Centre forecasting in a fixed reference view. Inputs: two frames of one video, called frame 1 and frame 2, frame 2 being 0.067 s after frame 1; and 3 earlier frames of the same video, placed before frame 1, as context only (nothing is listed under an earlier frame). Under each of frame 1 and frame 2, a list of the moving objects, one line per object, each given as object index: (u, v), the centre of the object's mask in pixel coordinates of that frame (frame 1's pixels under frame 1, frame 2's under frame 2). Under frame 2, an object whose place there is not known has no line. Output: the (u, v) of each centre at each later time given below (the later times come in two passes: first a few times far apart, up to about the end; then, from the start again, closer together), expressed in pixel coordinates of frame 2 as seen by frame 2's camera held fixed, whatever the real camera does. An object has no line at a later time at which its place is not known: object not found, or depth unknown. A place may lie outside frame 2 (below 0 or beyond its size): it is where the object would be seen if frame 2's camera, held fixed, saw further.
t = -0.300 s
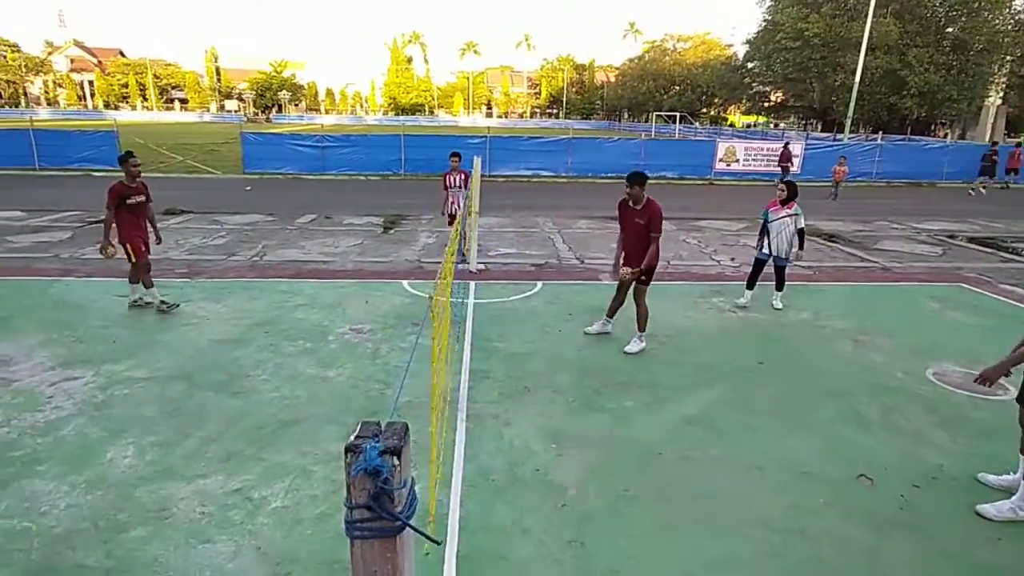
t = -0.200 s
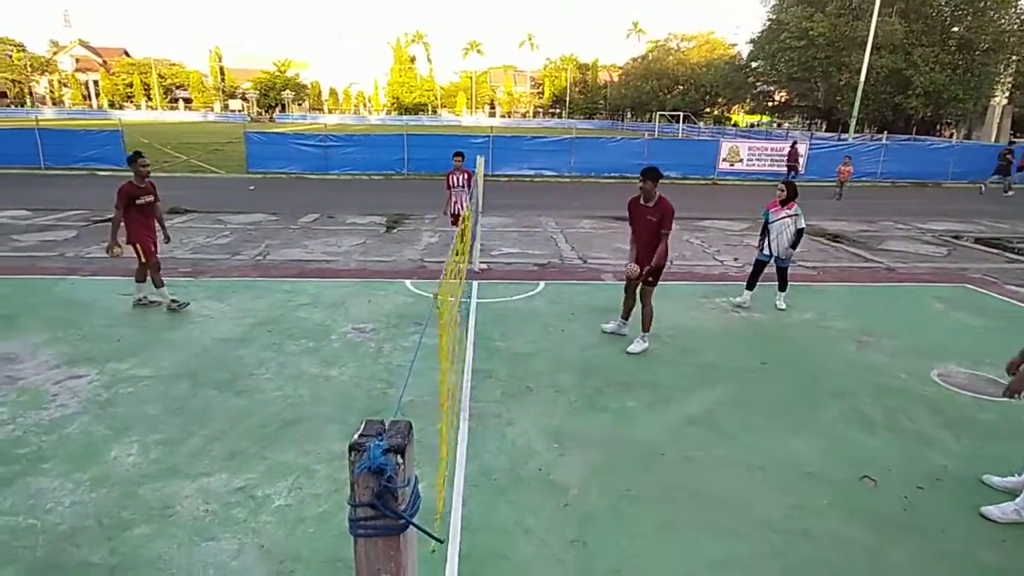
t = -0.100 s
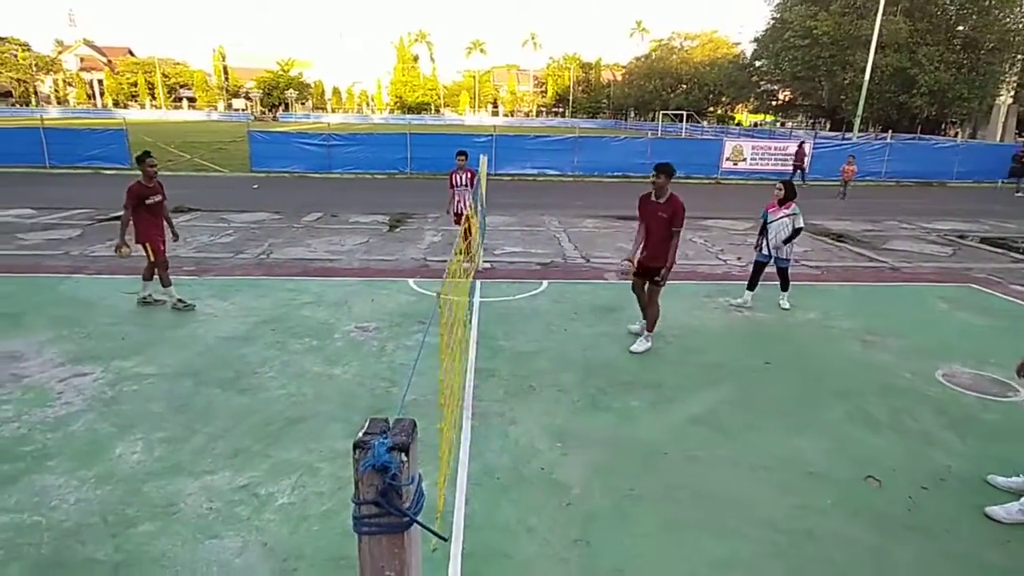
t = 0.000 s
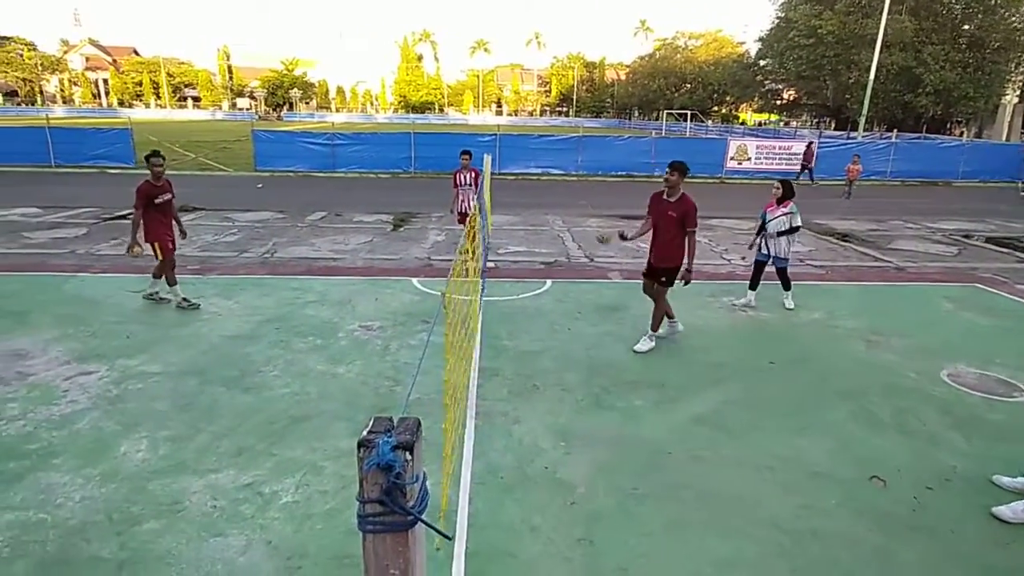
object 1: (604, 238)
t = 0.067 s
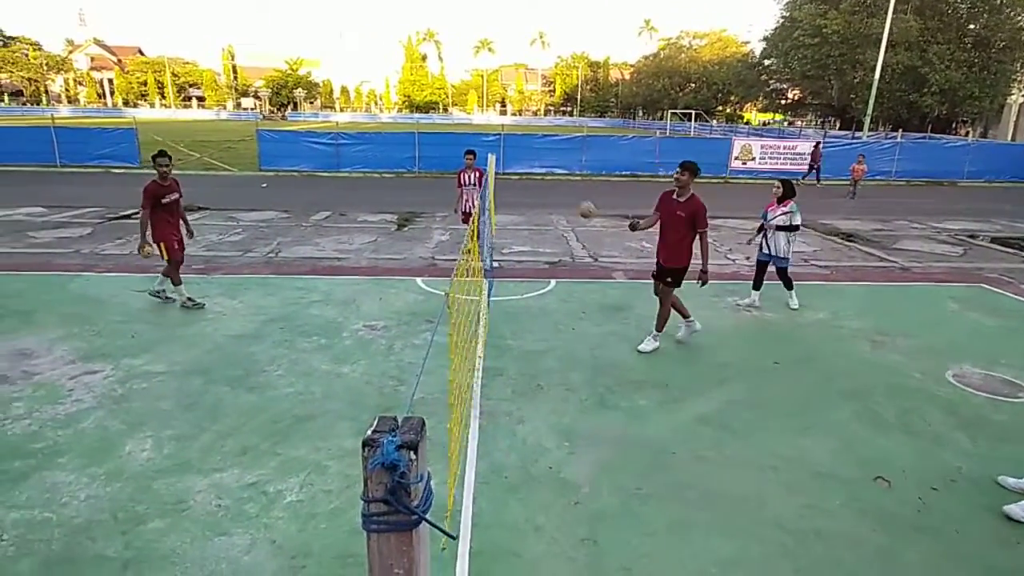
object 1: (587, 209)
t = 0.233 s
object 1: (525, 161)
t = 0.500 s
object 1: (394, 150)
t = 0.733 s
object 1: (255, 241)
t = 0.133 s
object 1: (563, 186)
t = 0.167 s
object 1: (550, 178)
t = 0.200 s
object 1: (538, 168)
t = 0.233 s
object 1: (525, 161)
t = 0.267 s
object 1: (510, 154)
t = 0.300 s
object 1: (496, 149)
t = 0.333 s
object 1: (481, 145)
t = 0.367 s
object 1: (464, 143)
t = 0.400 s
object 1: (448, 142)
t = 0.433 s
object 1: (431, 143)
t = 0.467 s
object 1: (413, 145)
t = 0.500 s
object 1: (394, 150)
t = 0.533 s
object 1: (376, 156)
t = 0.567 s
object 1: (356, 165)
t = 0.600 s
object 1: (336, 175)
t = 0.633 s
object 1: (317, 188)
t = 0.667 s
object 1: (298, 203)
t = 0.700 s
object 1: (275, 224)
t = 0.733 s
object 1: (255, 241)
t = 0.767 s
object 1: (233, 265)
